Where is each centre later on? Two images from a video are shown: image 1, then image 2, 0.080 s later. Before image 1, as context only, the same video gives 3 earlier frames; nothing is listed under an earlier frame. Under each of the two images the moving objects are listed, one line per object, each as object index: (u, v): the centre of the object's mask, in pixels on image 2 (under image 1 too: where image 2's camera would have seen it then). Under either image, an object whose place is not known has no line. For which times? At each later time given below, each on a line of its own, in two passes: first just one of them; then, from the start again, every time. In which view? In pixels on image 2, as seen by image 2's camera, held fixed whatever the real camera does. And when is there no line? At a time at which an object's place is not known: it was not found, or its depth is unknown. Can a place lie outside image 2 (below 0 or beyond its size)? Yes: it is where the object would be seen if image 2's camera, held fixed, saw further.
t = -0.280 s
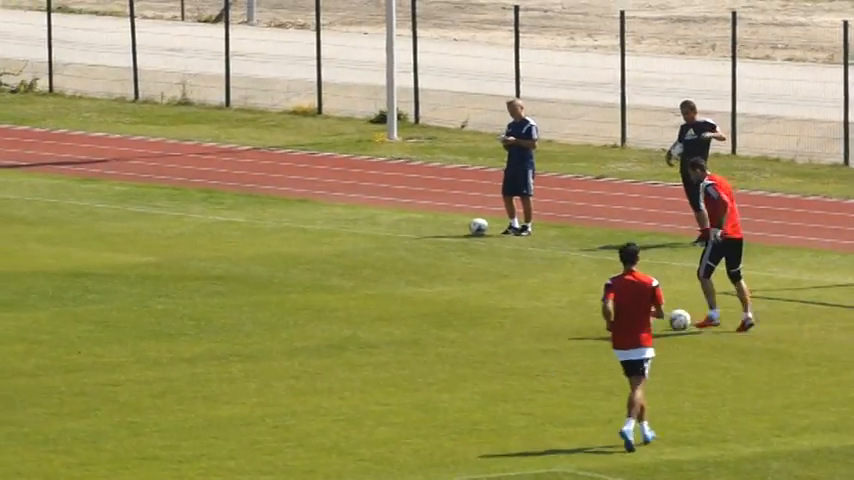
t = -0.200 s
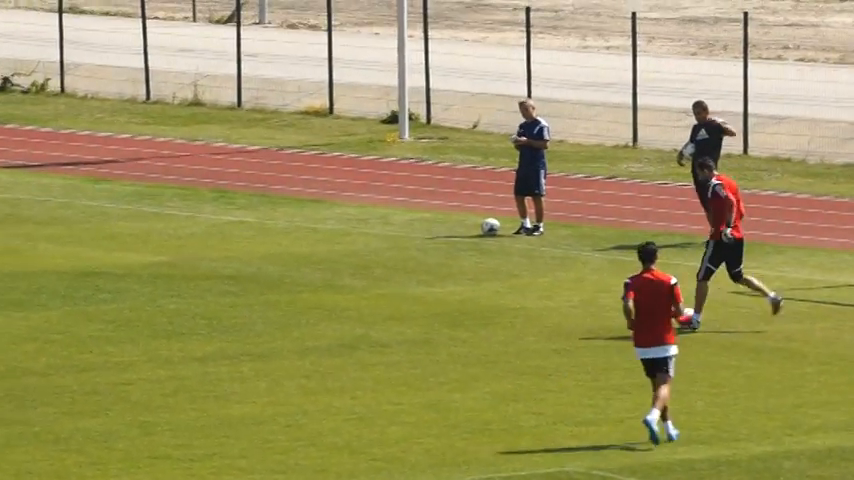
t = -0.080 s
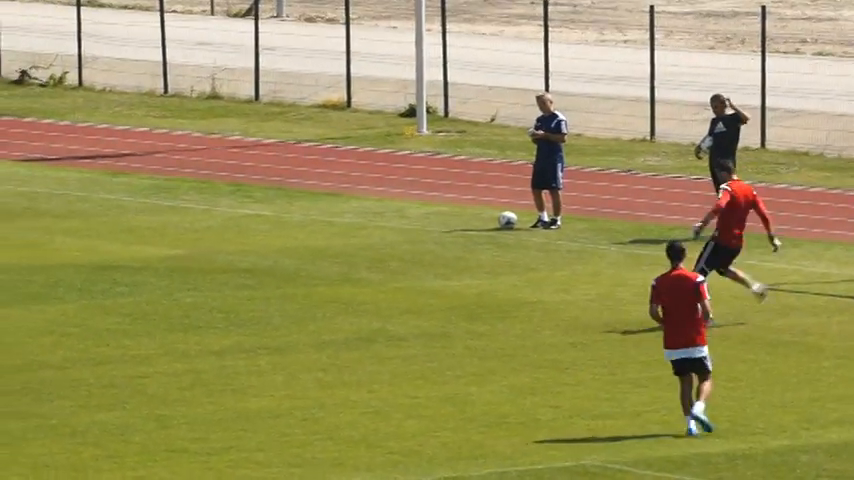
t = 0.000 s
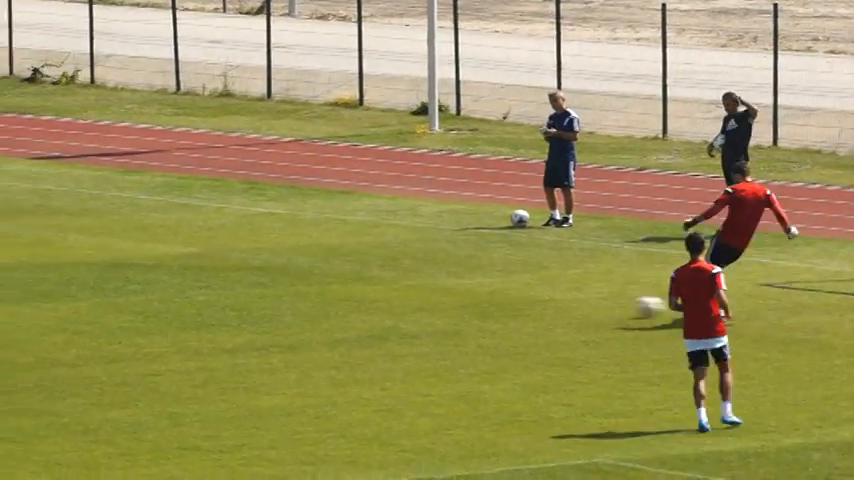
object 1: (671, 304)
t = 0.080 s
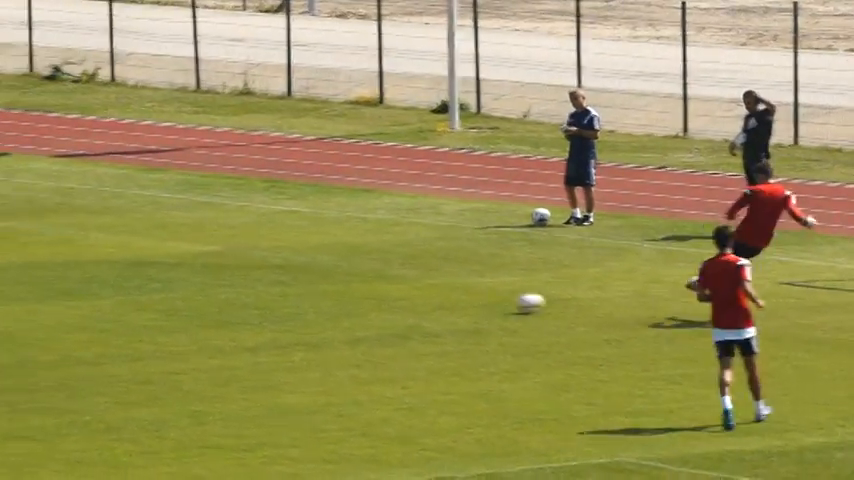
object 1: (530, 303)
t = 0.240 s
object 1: (271, 298)
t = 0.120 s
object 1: (463, 302)
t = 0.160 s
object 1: (396, 301)
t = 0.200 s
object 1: (334, 299)
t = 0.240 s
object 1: (271, 298)
